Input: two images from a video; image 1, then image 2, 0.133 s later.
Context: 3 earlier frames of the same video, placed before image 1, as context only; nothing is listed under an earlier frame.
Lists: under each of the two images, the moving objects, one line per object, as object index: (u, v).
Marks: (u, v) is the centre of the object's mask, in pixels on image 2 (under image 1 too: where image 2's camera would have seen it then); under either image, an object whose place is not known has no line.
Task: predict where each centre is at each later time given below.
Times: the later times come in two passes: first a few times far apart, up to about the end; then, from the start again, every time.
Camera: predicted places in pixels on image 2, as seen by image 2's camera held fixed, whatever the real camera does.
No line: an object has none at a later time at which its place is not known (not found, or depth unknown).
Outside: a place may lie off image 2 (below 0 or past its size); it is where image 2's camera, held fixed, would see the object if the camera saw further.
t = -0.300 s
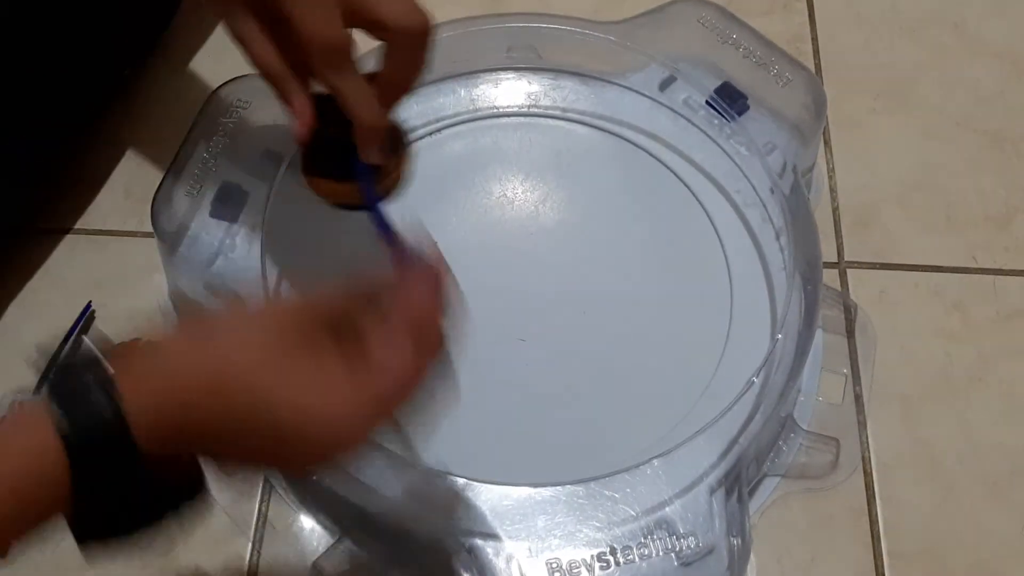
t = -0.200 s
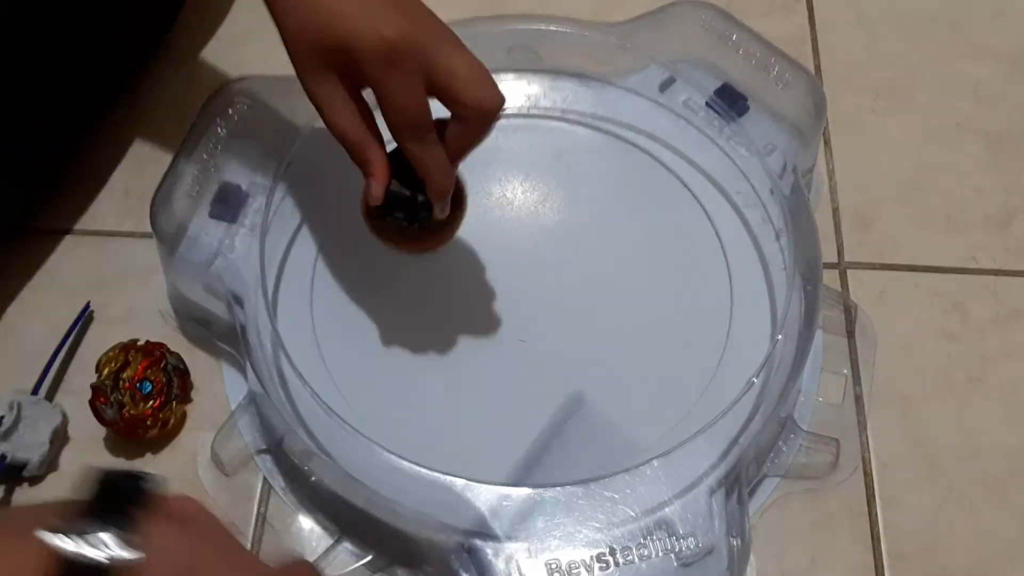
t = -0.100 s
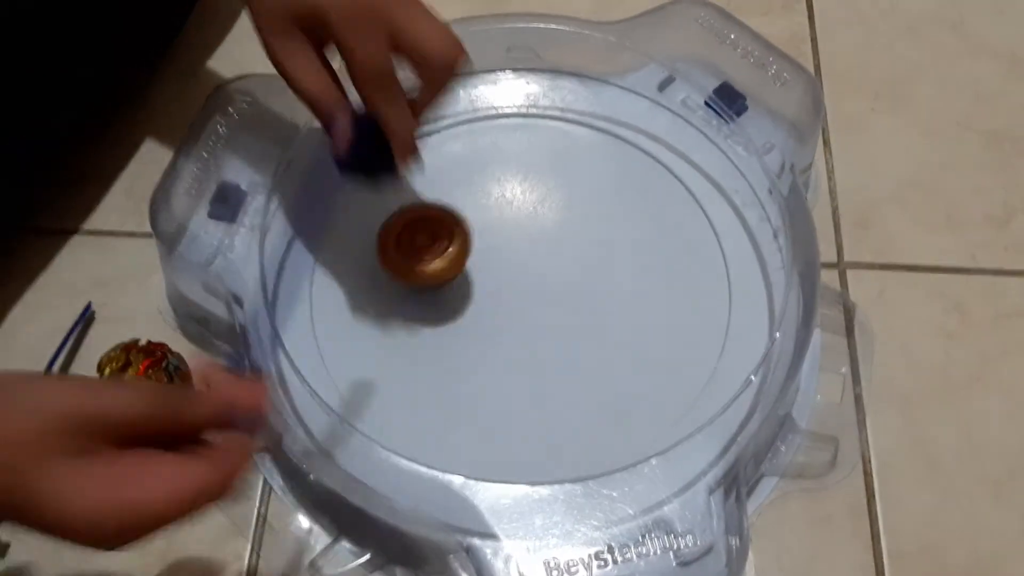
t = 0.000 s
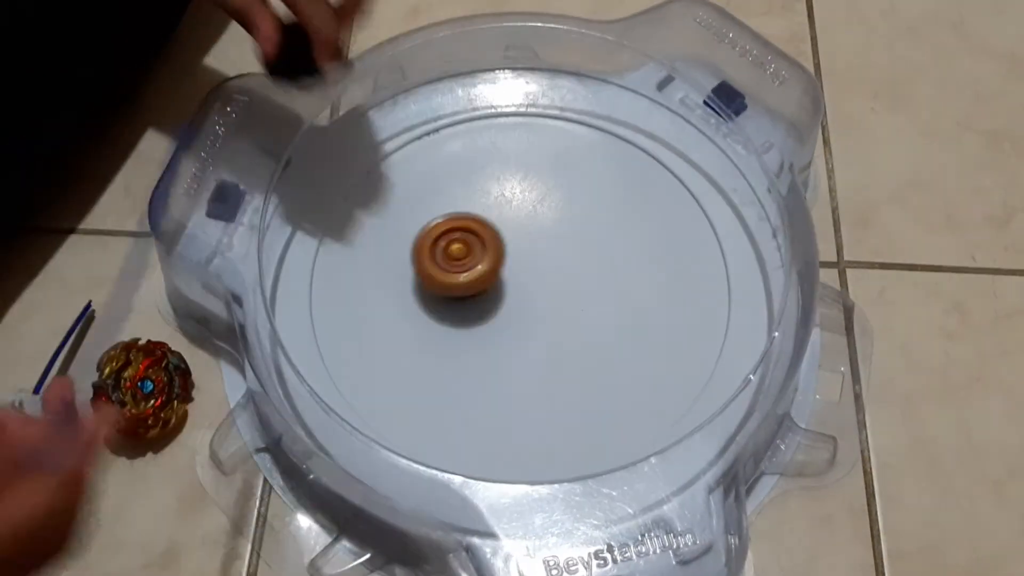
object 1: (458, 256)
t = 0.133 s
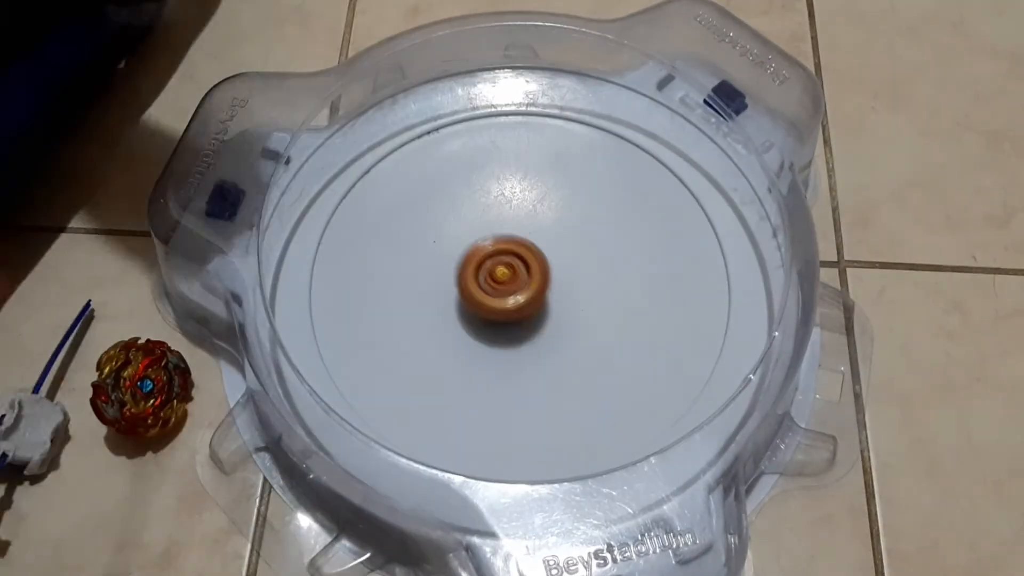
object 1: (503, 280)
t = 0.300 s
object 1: (528, 308)
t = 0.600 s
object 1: (569, 314)
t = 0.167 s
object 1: (511, 287)
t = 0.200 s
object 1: (516, 294)
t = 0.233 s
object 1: (520, 300)
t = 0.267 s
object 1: (523, 304)
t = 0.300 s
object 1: (528, 308)
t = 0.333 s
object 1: (532, 312)
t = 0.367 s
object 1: (537, 314)
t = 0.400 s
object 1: (542, 318)
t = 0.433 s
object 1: (547, 319)
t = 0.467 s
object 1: (553, 320)
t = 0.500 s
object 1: (557, 320)
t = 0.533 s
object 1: (562, 319)
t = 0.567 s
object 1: (566, 317)
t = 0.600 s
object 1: (569, 314)
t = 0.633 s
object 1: (572, 310)
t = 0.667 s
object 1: (573, 306)
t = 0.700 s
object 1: (572, 302)
